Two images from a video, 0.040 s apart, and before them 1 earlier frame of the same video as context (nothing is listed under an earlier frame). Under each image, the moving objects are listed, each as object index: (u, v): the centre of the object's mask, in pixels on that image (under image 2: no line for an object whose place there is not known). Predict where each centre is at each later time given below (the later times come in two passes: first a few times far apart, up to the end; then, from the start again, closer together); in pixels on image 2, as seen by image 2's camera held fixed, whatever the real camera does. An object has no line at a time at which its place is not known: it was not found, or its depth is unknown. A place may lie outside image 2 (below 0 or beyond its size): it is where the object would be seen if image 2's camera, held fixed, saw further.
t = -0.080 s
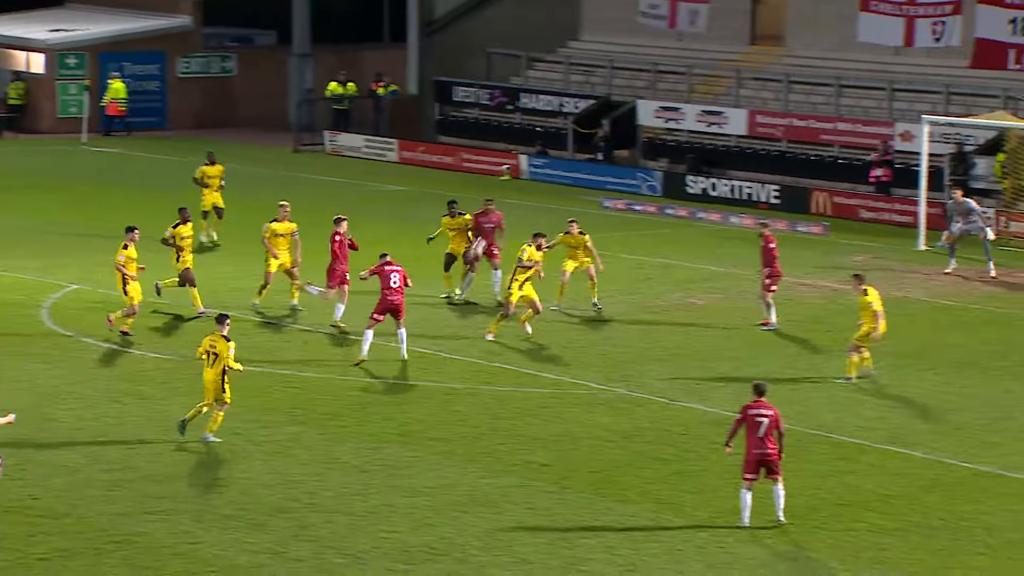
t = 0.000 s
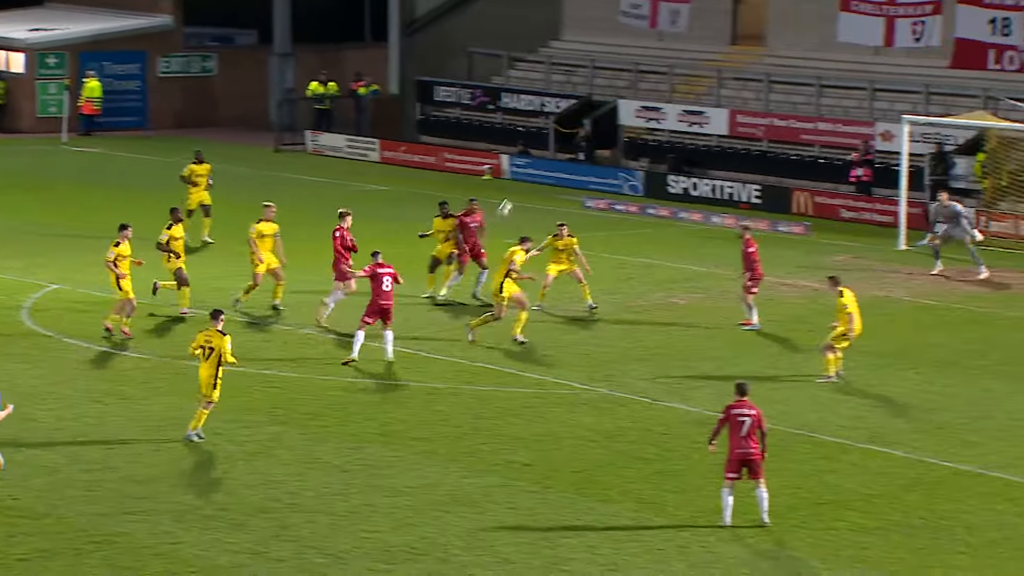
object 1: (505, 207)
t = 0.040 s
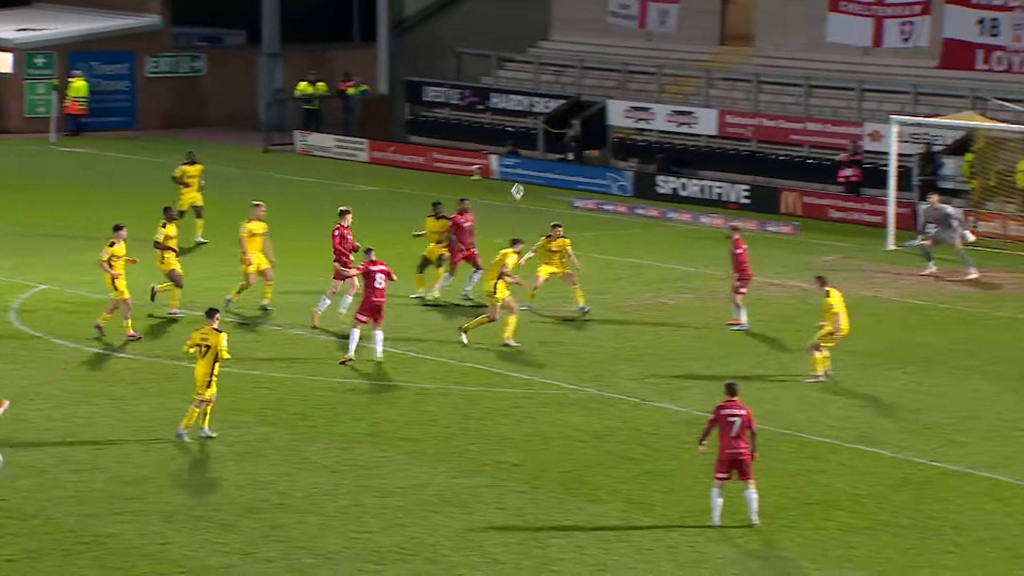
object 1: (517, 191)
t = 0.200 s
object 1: (603, 137)
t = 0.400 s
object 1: (702, 96)
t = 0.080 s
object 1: (538, 177)
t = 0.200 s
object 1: (603, 137)
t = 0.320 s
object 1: (666, 109)
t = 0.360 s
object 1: (683, 102)
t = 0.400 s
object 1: (702, 96)
